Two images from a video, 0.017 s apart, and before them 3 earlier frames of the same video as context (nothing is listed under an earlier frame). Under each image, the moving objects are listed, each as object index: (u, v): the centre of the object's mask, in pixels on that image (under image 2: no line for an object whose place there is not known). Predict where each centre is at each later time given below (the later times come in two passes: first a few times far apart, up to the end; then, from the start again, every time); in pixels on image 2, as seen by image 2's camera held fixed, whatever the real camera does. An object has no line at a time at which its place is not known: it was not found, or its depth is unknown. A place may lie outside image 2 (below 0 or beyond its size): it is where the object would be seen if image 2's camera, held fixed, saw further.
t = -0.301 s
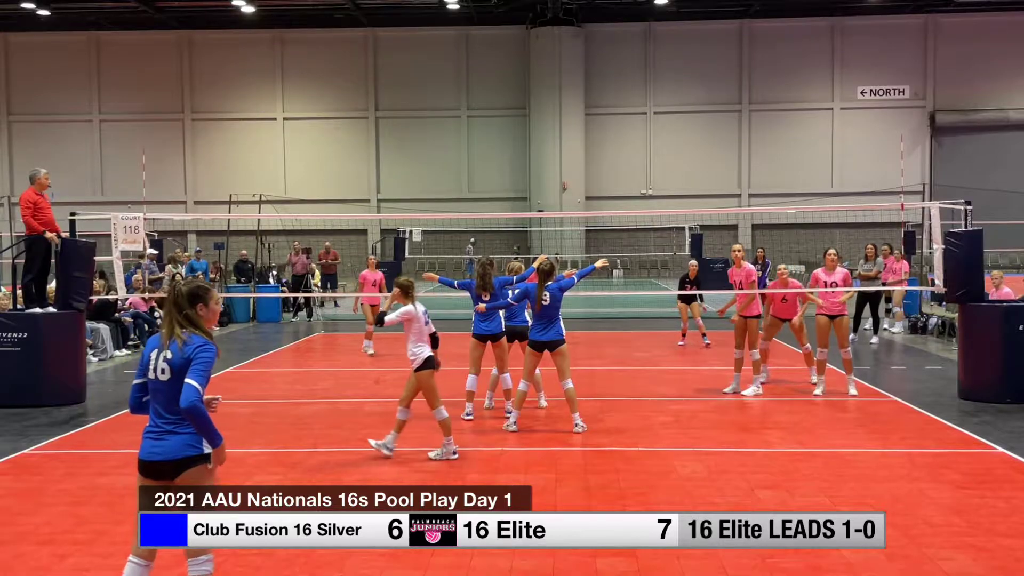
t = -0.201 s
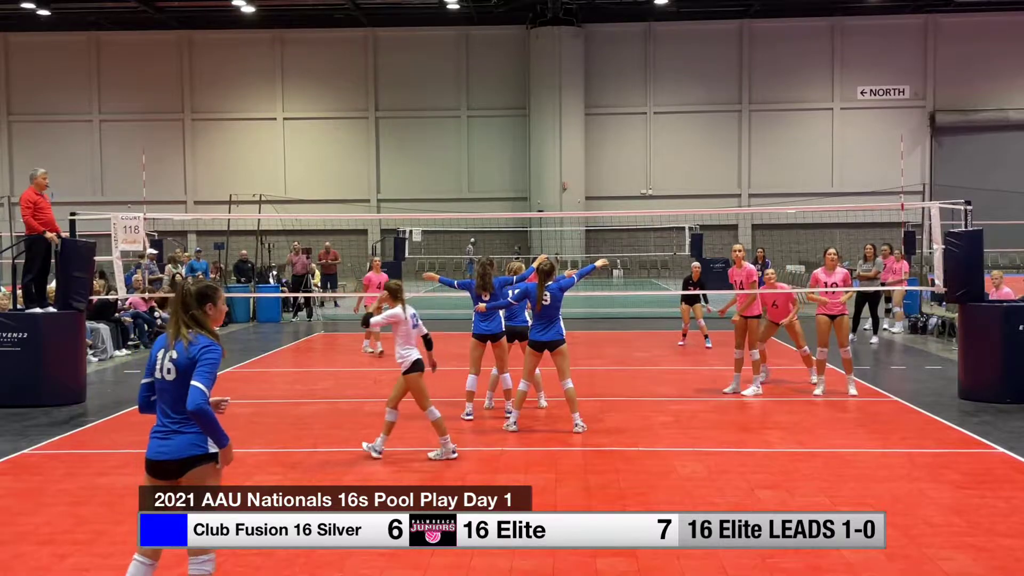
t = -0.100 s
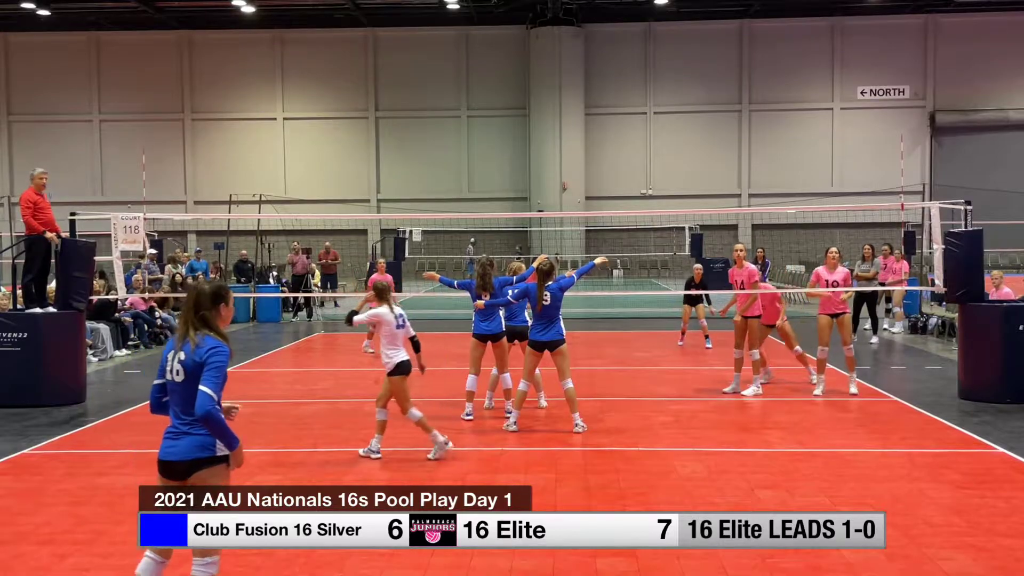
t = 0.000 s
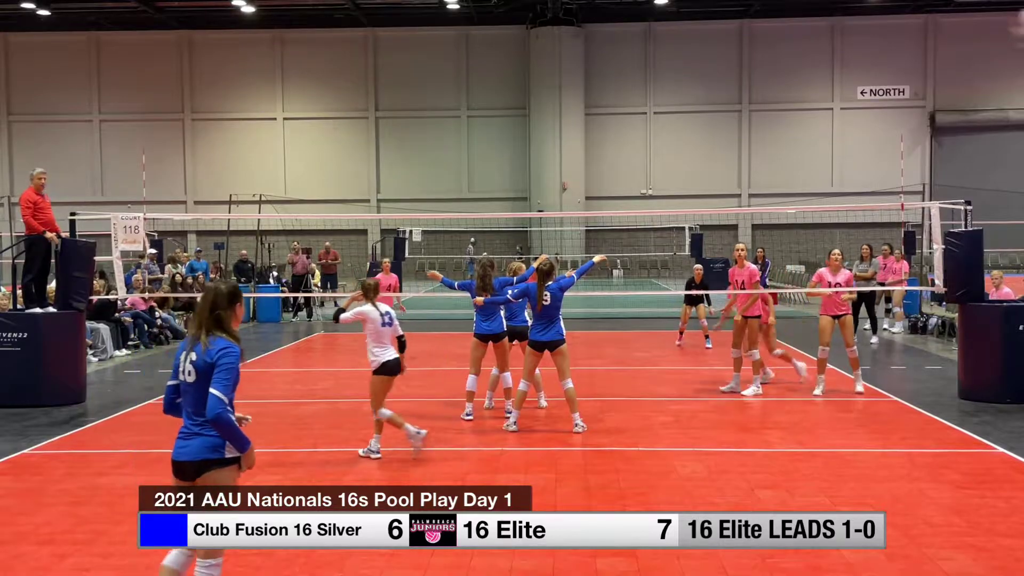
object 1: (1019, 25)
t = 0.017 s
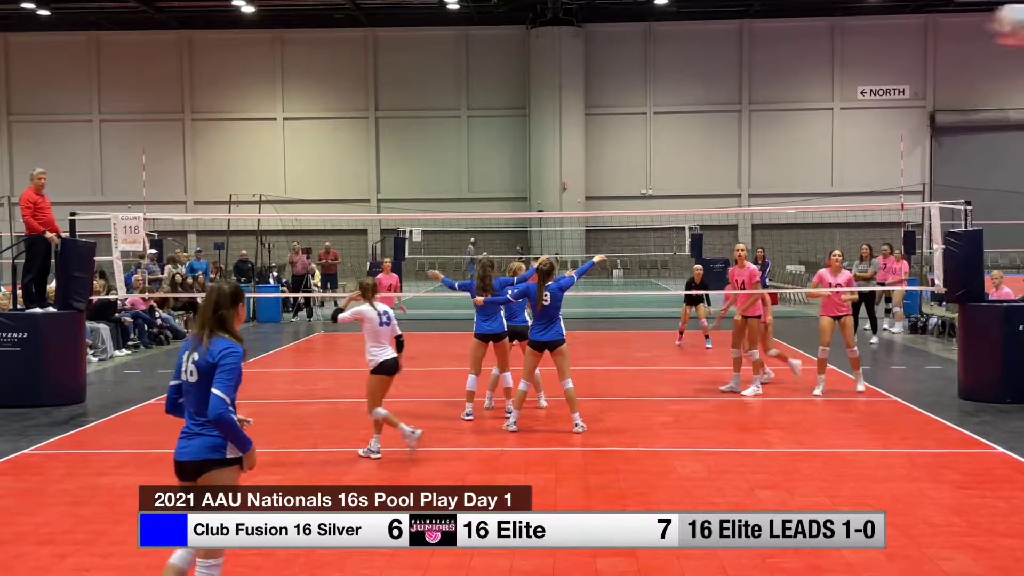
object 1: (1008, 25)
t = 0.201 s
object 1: (821, 36)
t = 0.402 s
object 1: (701, 88)
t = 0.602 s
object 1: (624, 156)
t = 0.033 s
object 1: (995, 23)
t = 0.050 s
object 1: (974, 21)
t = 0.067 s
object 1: (953, 21)
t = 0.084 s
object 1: (933, 22)
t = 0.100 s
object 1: (914, 23)
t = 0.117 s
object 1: (896, 24)
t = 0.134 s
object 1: (879, 26)
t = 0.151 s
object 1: (864, 28)
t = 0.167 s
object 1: (849, 31)
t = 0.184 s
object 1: (835, 34)
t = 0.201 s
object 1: (821, 36)
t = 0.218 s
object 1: (808, 39)
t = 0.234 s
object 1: (796, 43)
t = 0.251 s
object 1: (784, 46)
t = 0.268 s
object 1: (773, 51)
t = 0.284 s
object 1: (763, 54)
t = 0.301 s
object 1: (754, 58)
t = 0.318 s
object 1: (744, 63)
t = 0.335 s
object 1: (734, 68)
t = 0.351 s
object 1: (727, 72)
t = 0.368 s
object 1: (718, 78)
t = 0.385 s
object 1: (710, 83)
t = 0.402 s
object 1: (701, 88)
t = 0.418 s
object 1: (694, 94)
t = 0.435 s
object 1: (687, 98)
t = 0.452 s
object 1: (680, 103)
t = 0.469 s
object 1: (673, 109)
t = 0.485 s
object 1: (666, 115)
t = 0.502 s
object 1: (659, 121)
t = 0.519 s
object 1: (653, 127)
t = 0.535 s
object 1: (648, 132)
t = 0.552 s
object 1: (641, 139)
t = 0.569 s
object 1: (635, 144)
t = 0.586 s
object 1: (629, 150)
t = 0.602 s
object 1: (624, 156)
